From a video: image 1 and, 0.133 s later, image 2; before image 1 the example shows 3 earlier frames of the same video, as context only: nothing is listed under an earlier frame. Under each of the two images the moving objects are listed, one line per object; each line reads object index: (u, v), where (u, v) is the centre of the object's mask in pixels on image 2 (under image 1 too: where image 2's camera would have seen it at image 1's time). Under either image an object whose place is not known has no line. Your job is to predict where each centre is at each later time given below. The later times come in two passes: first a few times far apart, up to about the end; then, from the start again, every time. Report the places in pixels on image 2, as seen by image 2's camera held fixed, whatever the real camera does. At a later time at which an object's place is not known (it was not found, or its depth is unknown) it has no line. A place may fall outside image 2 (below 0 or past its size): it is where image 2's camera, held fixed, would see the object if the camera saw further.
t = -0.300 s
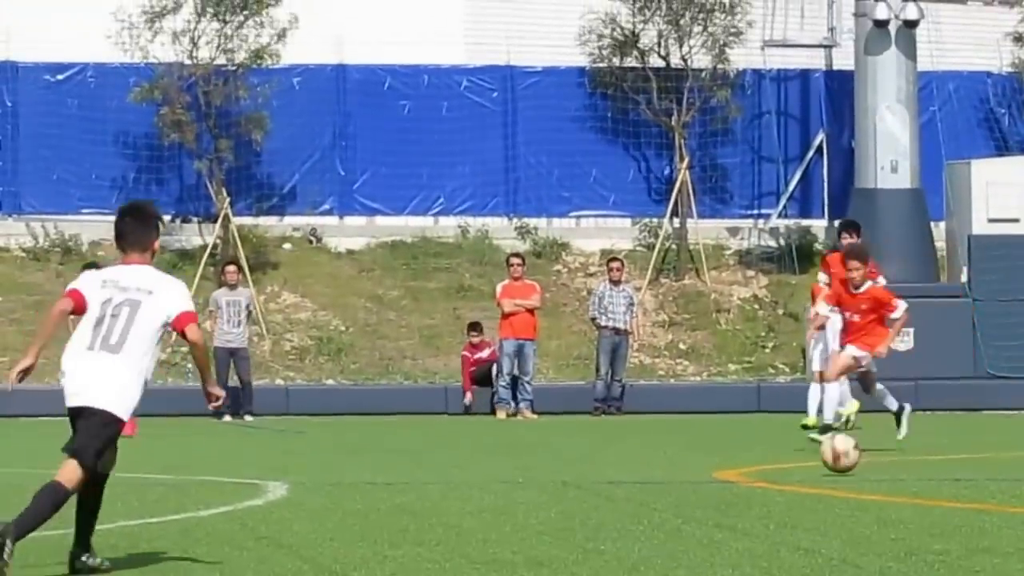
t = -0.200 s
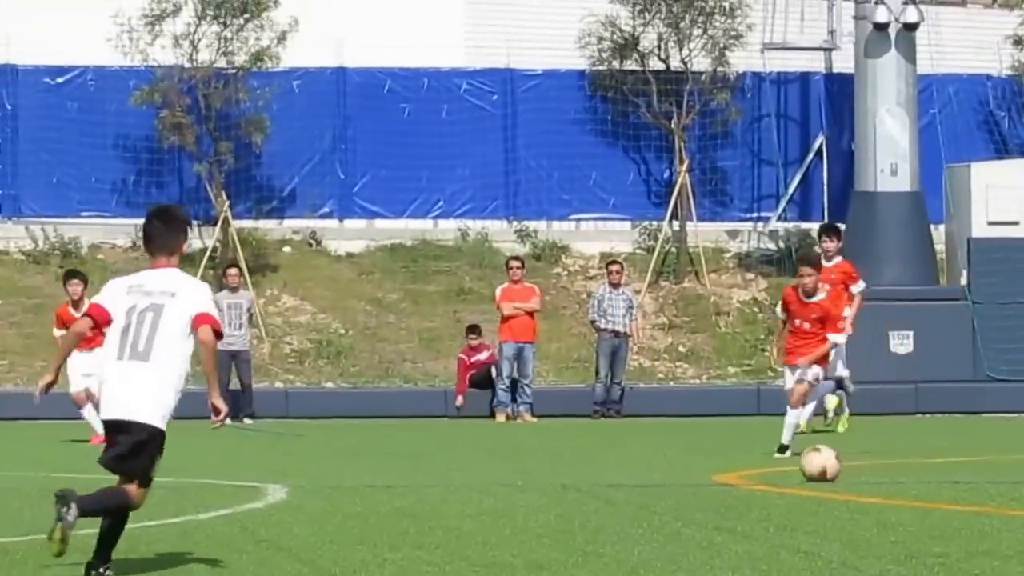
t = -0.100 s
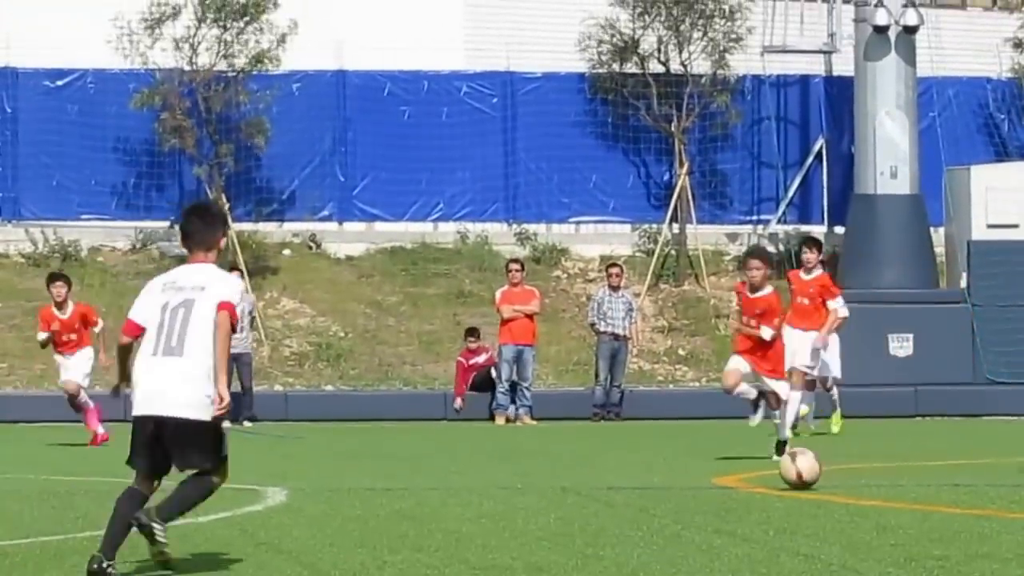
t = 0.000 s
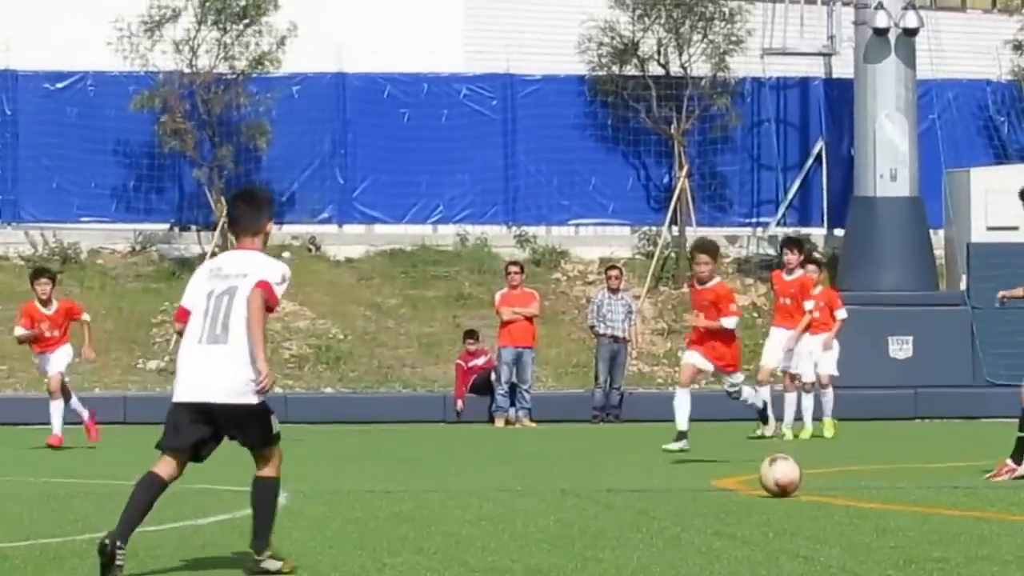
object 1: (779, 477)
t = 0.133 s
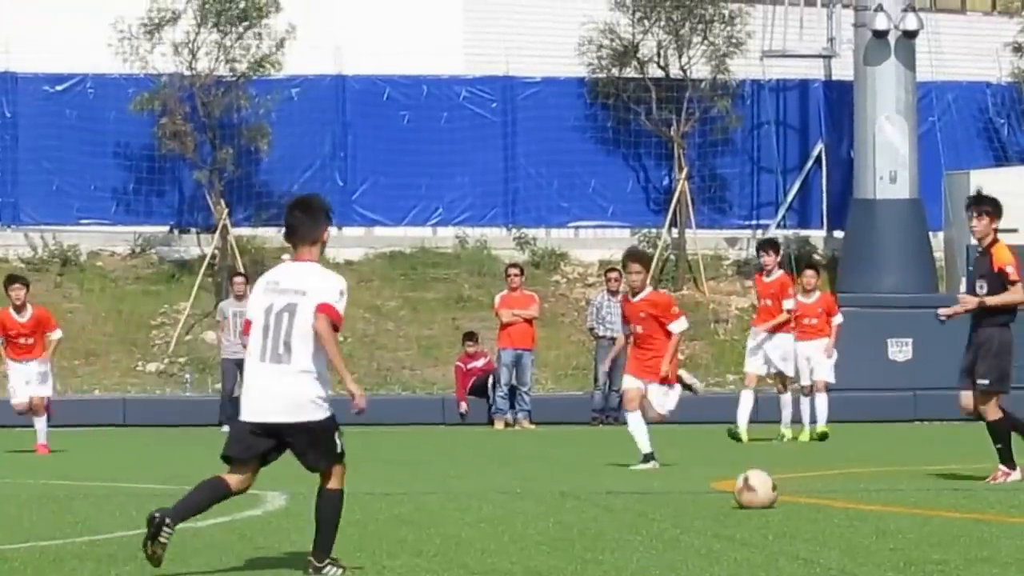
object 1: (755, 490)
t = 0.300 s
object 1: (726, 501)
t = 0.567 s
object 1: (681, 516)
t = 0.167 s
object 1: (749, 489)
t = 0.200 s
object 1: (743, 491)
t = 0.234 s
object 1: (737, 494)
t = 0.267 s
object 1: (730, 497)
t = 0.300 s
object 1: (726, 501)
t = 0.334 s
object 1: (719, 501)
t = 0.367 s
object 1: (713, 502)
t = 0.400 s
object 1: (708, 505)
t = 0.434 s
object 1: (703, 509)
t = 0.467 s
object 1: (697, 510)
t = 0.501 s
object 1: (692, 511)
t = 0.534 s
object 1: (686, 513)
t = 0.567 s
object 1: (681, 516)
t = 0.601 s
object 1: (676, 519)
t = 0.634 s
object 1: (670, 521)
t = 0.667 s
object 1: (665, 524)
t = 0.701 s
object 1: (660, 526)
